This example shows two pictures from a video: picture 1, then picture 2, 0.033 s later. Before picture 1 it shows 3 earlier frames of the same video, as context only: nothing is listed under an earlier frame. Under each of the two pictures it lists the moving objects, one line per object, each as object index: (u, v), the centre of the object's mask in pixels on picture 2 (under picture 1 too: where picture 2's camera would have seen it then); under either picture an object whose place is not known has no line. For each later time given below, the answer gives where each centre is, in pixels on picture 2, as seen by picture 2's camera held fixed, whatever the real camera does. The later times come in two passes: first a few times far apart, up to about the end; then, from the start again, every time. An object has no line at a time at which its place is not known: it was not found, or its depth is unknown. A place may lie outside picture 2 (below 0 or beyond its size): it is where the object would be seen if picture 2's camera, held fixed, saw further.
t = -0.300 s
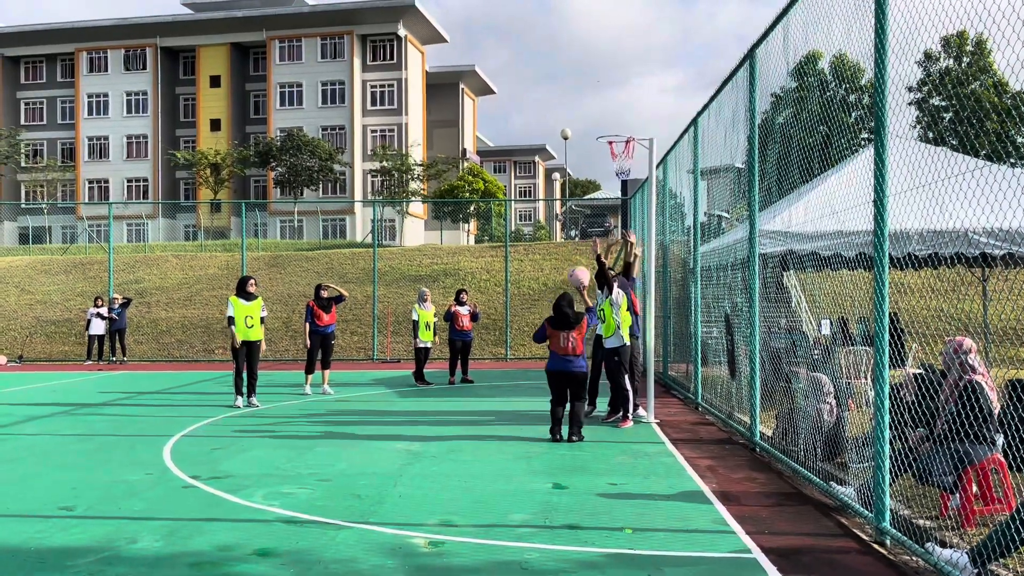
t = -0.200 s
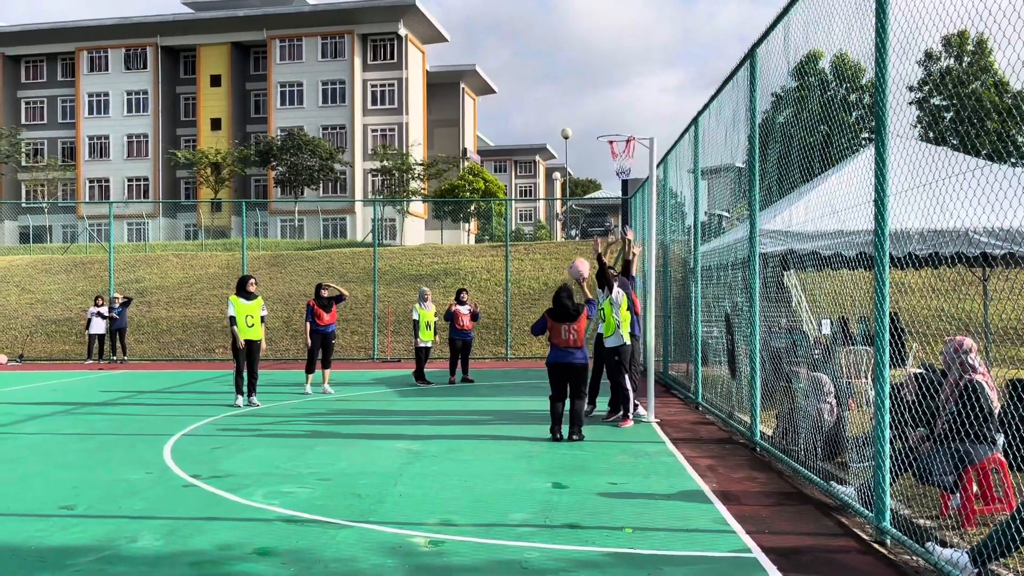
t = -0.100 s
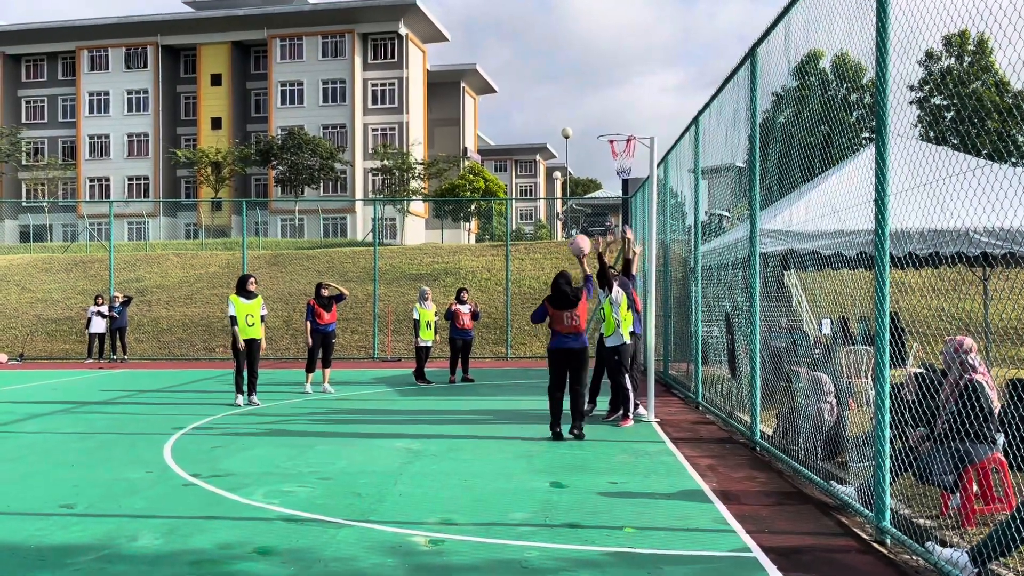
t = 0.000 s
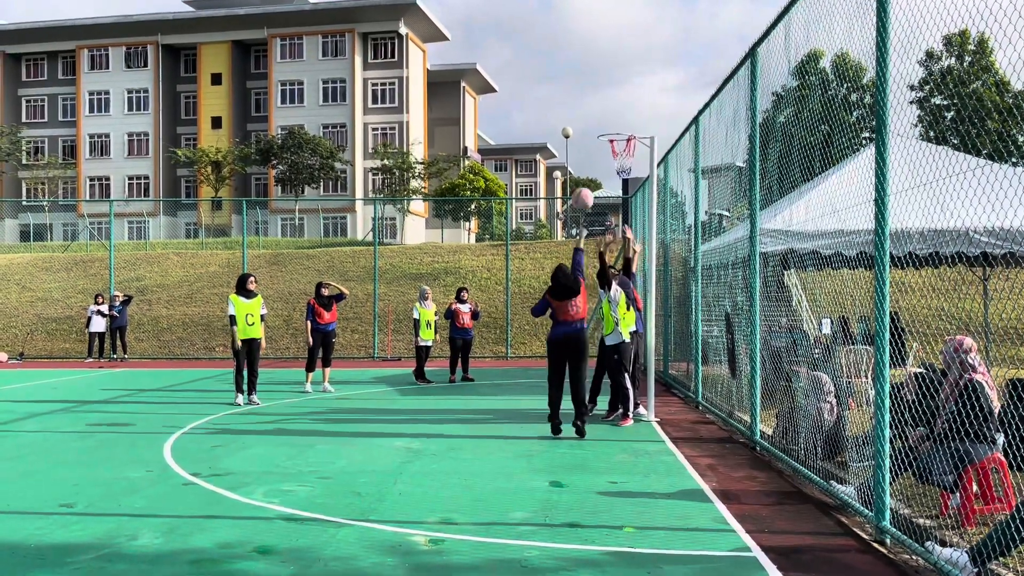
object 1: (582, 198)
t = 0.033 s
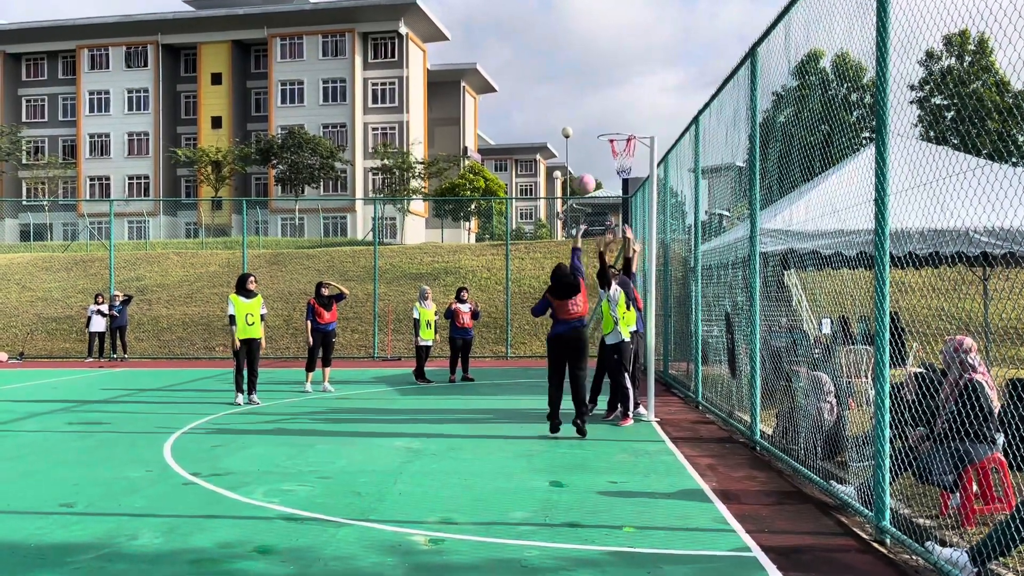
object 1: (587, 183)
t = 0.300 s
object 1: (599, 114)
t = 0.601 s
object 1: (616, 117)
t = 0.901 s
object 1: (619, 137)
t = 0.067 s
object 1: (586, 171)
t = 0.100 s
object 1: (588, 160)
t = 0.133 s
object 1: (589, 149)
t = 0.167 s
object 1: (591, 140)
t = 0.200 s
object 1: (593, 131)
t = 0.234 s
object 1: (595, 124)
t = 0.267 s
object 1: (597, 118)
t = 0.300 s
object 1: (599, 114)
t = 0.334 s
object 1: (601, 110)
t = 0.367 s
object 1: (603, 107)
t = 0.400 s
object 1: (605, 106)
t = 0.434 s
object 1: (607, 105)
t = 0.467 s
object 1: (608, 105)
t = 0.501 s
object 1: (610, 106)
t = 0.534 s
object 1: (612, 109)
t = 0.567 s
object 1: (614, 113)
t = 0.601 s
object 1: (616, 117)
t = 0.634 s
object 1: (618, 122)
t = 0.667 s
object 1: (619, 128)
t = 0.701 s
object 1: (619, 133)
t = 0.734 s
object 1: (618, 133)
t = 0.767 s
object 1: (615, 133)
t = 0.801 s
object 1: (614, 134)
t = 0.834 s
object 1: (615, 134)
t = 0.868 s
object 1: (617, 135)
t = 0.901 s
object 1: (619, 137)
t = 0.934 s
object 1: (618, 138)
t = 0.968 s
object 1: (617, 140)
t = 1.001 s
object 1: (616, 143)
